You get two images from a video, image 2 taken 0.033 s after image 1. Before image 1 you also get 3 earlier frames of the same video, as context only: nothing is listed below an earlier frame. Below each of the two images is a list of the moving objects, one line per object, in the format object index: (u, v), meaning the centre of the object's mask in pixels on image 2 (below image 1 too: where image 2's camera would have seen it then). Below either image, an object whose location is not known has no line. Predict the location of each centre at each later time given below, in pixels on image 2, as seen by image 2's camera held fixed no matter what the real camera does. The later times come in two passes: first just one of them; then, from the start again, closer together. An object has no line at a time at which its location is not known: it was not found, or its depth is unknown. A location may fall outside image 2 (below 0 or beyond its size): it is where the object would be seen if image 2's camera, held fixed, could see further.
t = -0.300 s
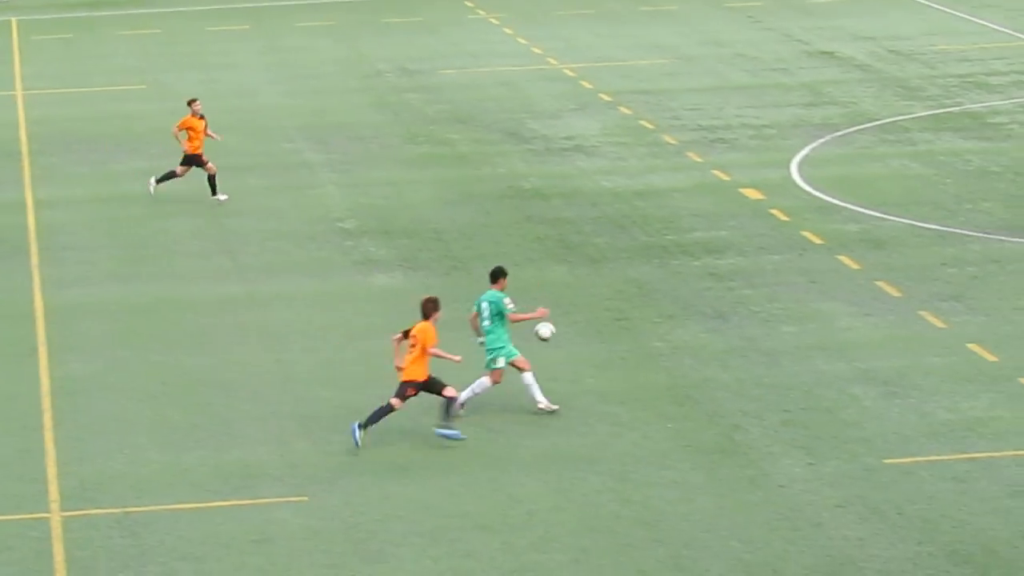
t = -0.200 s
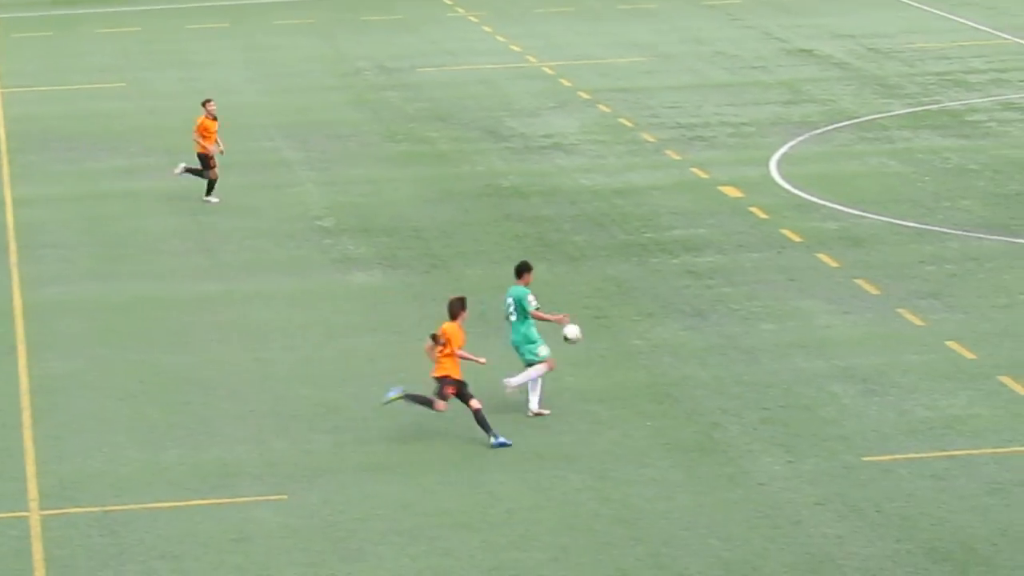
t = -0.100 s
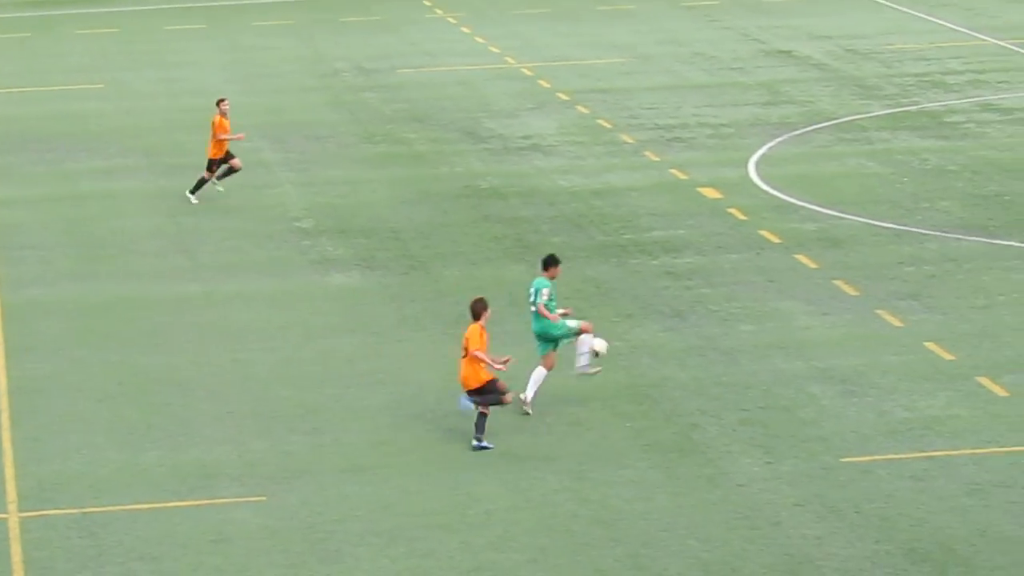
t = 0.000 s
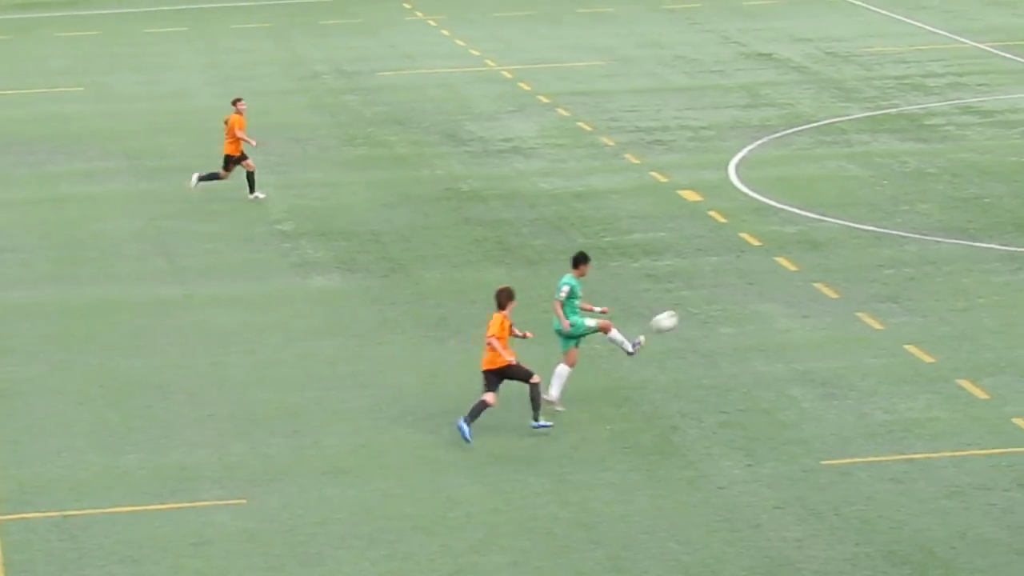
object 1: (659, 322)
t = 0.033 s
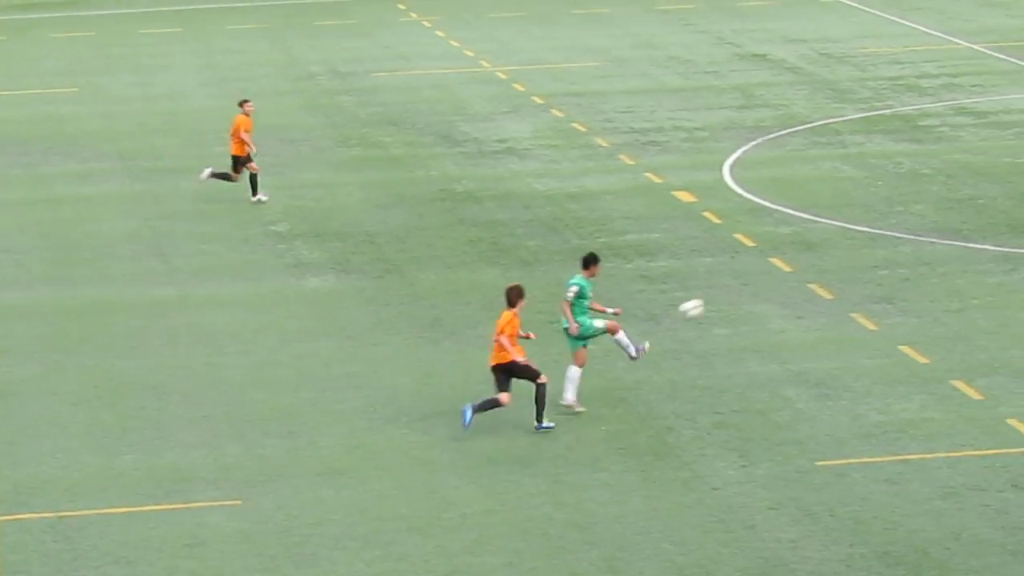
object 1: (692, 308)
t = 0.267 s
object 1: (904, 255)
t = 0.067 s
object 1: (723, 297)
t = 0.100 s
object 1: (754, 287)
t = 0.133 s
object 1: (785, 278)
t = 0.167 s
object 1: (816, 271)
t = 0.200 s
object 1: (846, 264)
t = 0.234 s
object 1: (875, 259)
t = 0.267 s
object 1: (904, 255)
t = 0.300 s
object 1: (933, 252)
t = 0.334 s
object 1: (960, 251)
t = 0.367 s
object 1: (987, 250)
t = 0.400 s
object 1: (1014, 251)
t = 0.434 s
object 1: (1040, 253)
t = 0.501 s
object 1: (1093, 258)
